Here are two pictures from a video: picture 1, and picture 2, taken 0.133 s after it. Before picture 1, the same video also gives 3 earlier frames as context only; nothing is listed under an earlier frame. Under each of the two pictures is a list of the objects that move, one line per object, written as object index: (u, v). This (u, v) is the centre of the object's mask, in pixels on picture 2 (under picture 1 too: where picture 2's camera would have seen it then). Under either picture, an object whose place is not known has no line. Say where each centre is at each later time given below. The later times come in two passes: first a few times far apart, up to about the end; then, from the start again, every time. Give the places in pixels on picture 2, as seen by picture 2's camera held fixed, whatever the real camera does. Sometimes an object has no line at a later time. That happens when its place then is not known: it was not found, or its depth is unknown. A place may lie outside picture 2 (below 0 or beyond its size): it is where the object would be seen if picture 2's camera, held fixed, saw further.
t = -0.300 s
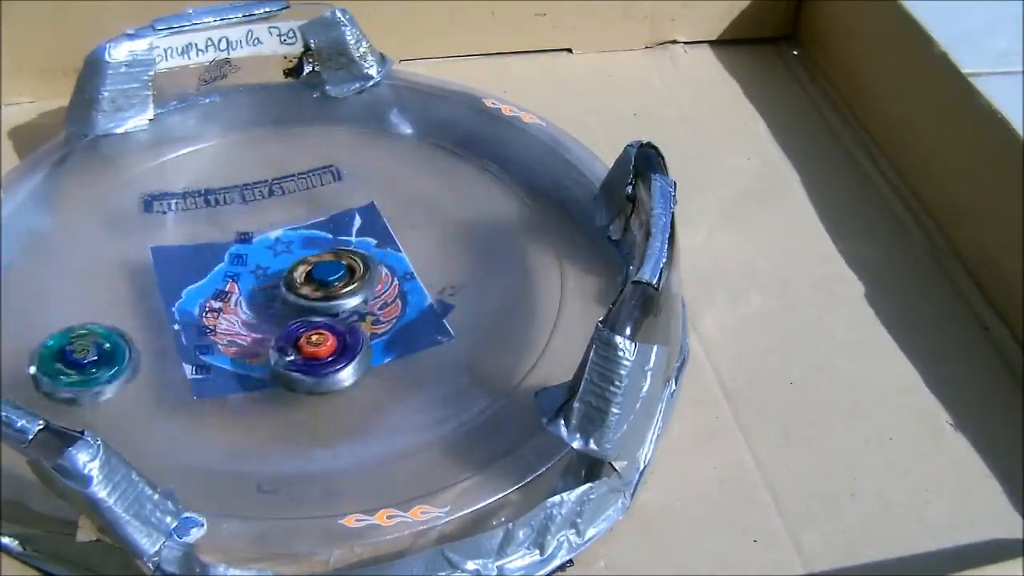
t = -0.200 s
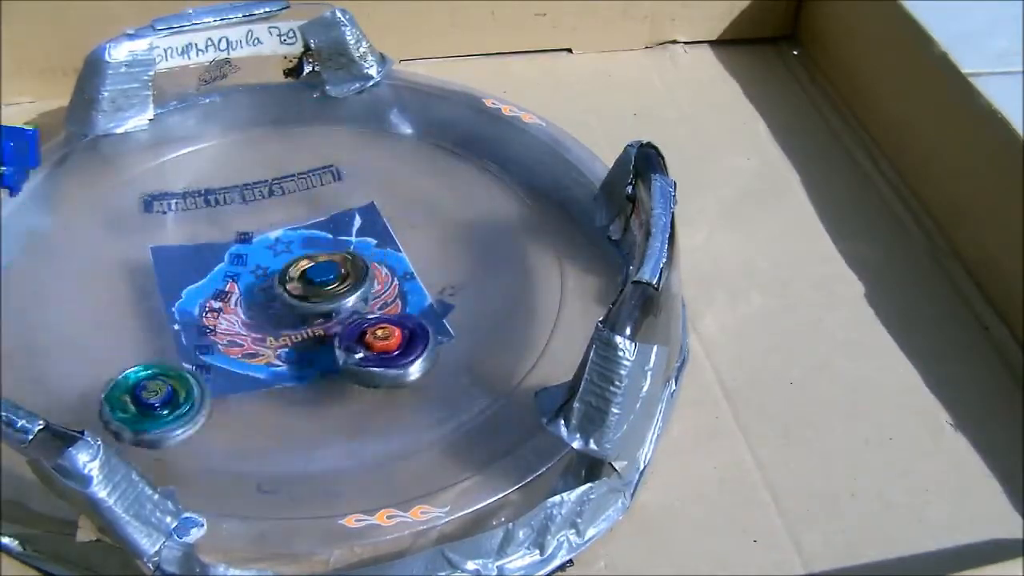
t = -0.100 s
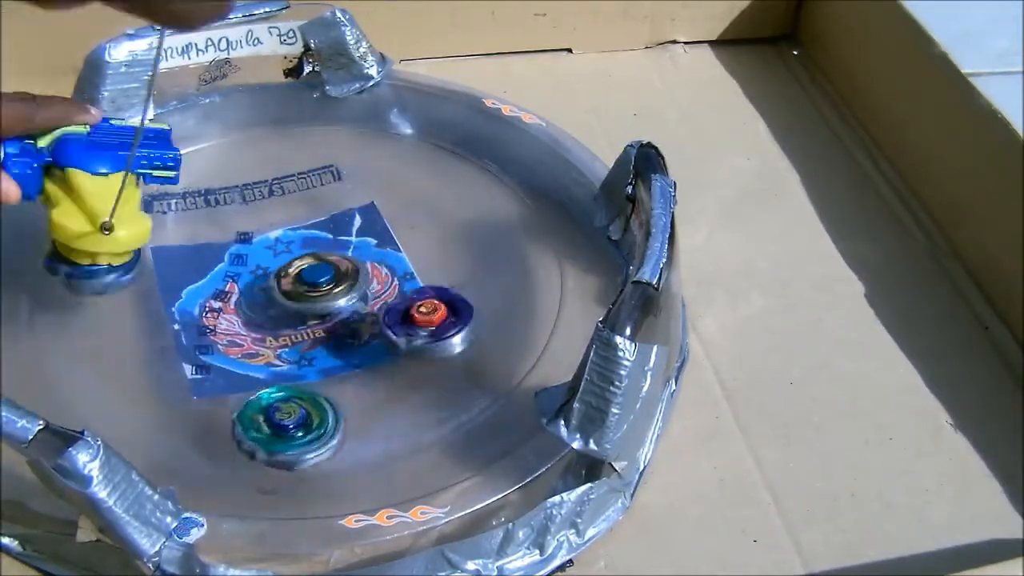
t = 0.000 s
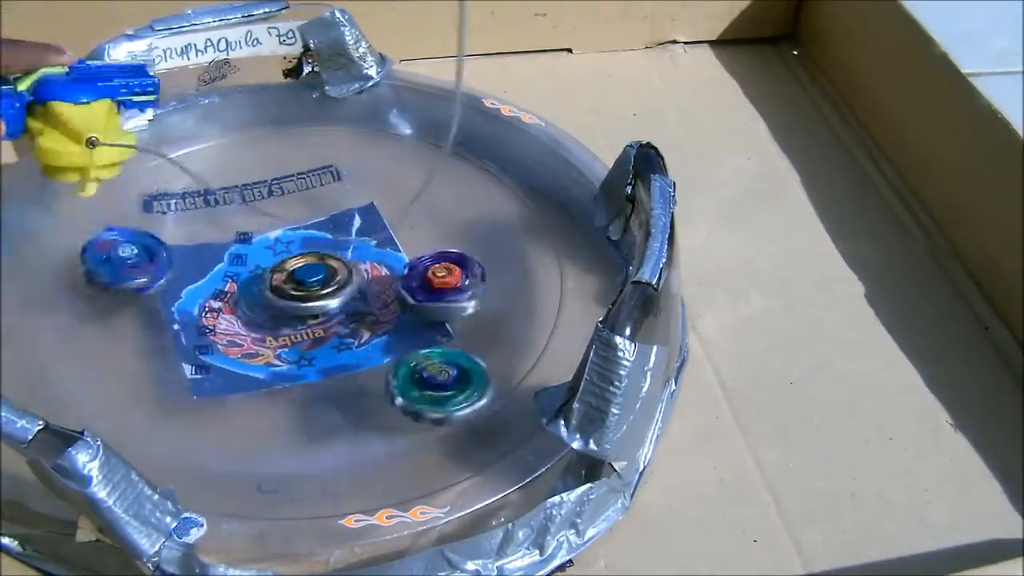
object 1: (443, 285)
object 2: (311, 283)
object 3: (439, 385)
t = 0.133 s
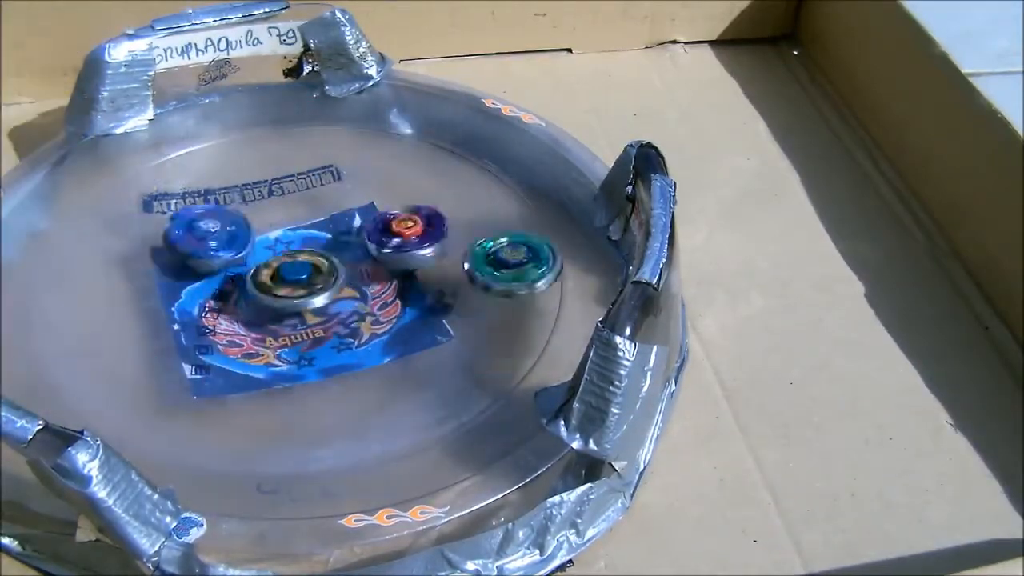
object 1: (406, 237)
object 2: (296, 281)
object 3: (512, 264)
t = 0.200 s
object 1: (370, 220)
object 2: (284, 281)
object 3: (499, 203)
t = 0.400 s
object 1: (221, 218)
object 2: (264, 282)
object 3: (295, 109)
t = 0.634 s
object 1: (152, 290)
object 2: (263, 273)
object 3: (356, 102)
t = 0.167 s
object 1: (389, 228)
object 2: (290, 281)
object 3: (509, 233)
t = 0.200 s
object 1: (370, 220)
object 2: (284, 281)
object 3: (499, 203)
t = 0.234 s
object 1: (346, 215)
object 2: (280, 281)
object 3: (478, 177)
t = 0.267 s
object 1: (321, 211)
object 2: (276, 282)
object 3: (451, 154)
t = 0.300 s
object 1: (295, 209)
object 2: (273, 282)
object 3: (419, 136)
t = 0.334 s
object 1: (268, 210)
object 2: (270, 283)
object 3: (379, 122)
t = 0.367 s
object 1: (244, 212)
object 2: (267, 284)
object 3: (338, 113)
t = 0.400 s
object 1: (221, 218)
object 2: (264, 282)
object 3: (295, 109)
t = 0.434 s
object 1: (199, 226)
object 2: (262, 283)
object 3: (251, 109)
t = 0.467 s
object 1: (179, 237)
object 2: (261, 283)
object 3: (206, 119)
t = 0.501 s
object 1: (162, 248)
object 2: (259, 282)
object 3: (165, 135)
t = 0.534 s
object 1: (150, 258)
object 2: (257, 282)
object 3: (206, 102)
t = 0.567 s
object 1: (148, 268)
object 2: (260, 279)
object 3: (260, 90)
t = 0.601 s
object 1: (149, 279)
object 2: (263, 275)
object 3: (313, 96)
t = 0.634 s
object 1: (152, 290)
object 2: (263, 273)
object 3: (356, 102)
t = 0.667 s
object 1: (162, 302)
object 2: (261, 271)
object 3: (394, 115)
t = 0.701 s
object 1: (154, 311)
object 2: (309, 252)
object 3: (425, 124)
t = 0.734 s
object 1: (161, 320)
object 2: (374, 222)
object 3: (450, 133)
